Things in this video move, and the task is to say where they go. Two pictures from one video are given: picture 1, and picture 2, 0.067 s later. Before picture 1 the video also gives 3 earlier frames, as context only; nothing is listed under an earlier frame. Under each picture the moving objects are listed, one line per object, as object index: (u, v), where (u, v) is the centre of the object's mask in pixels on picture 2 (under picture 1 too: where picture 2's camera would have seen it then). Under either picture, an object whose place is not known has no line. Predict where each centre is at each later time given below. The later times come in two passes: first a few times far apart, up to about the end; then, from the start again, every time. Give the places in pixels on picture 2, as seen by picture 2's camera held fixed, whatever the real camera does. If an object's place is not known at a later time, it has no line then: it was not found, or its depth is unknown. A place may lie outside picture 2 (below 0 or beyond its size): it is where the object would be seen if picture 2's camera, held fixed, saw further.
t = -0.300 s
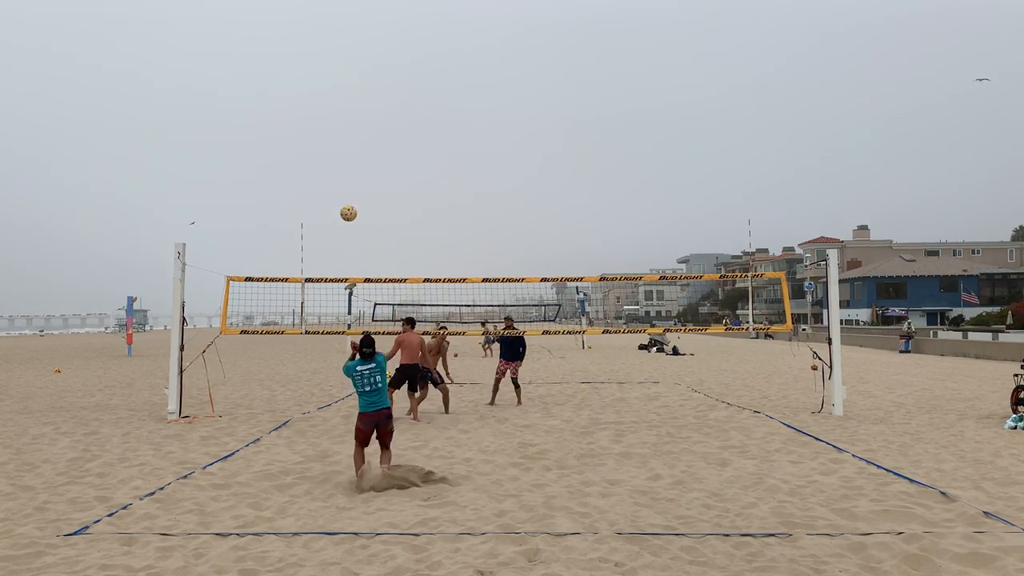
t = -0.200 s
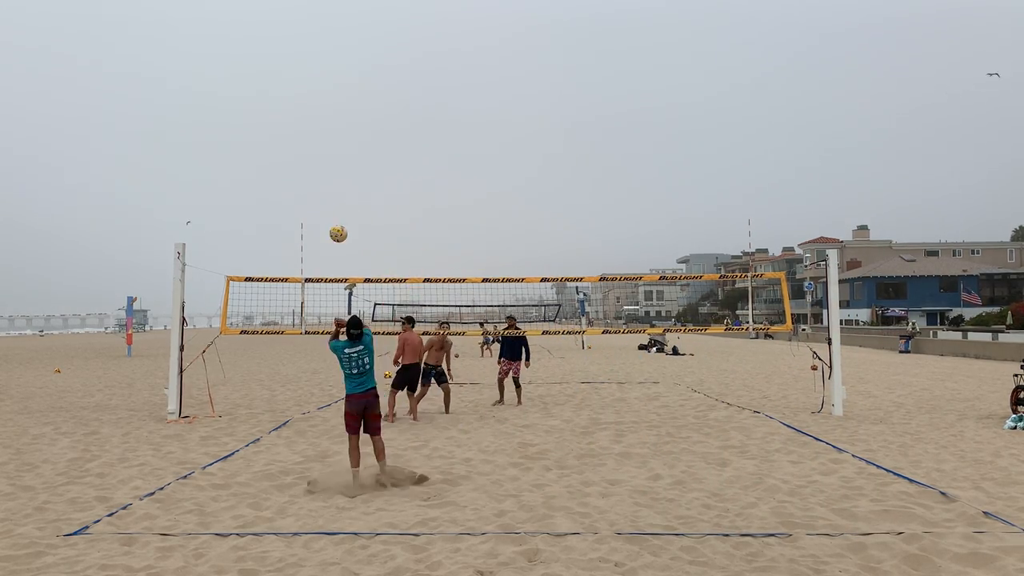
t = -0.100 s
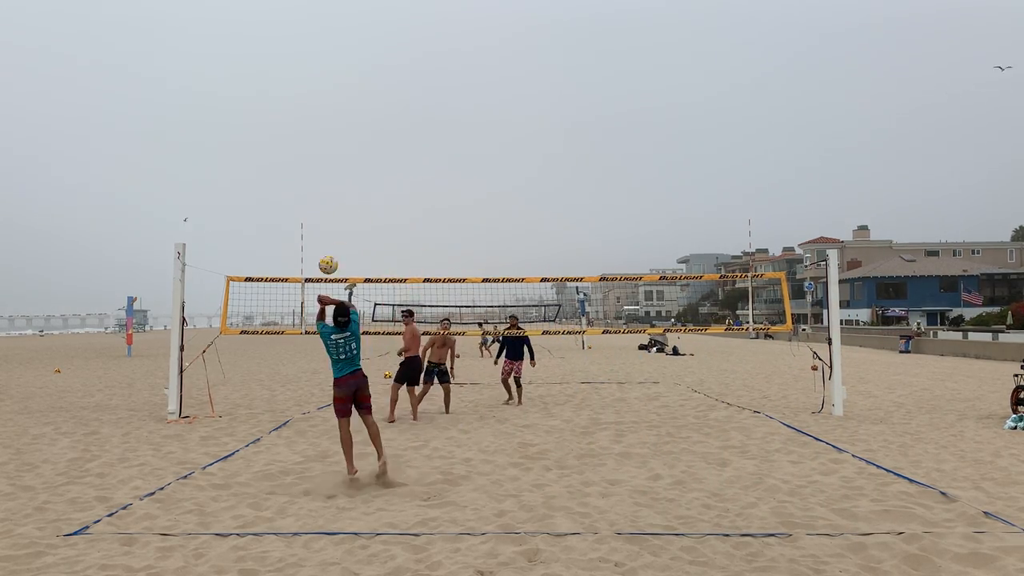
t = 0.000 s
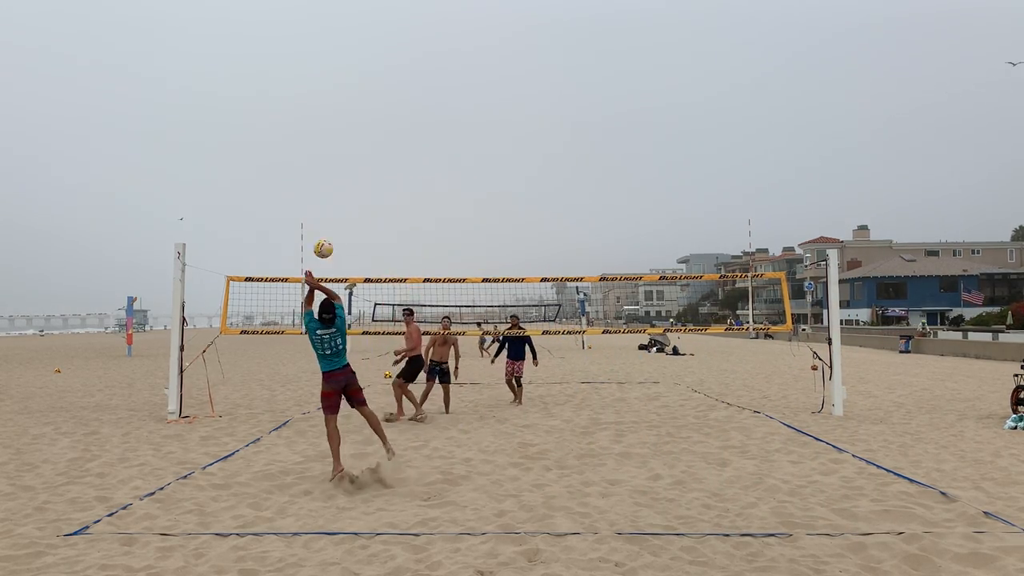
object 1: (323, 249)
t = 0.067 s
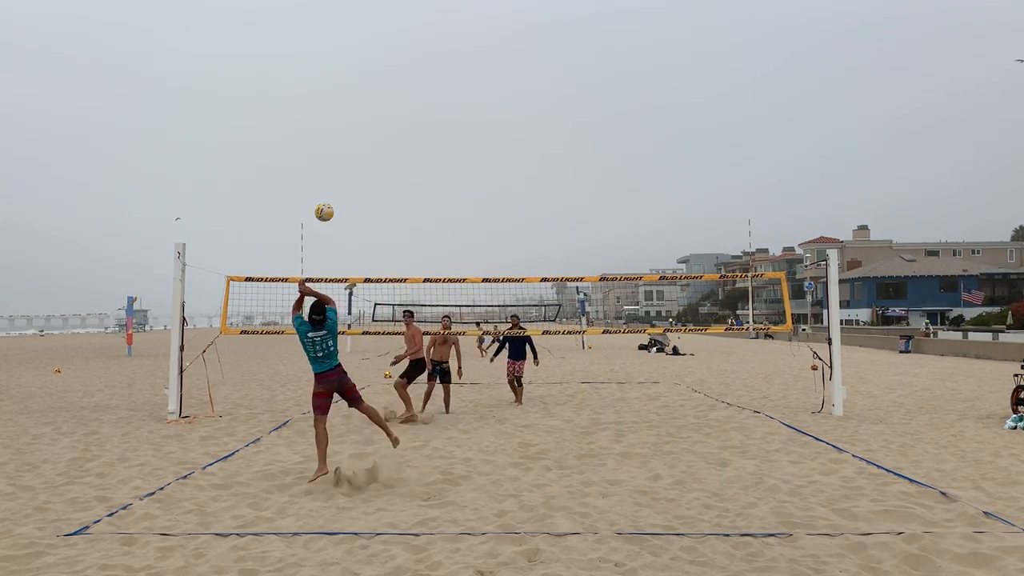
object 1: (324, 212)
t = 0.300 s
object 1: (331, 124)
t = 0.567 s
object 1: (345, 87)
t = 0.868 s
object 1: (362, 109)
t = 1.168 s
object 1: (380, 185)
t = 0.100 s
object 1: (324, 196)
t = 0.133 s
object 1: (325, 181)
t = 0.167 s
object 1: (326, 167)
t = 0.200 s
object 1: (327, 155)
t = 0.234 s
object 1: (329, 144)
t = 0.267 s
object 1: (330, 134)
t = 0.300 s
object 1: (331, 124)
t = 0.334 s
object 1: (333, 117)
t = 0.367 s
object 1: (335, 110)
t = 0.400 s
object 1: (336, 103)
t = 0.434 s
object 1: (338, 99)
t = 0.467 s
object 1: (340, 94)
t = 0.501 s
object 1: (342, 91)
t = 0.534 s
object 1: (343, 89)
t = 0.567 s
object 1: (345, 87)
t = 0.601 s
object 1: (347, 87)
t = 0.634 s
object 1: (348, 87)
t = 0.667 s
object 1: (350, 88)
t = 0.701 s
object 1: (352, 89)
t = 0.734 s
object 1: (354, 92)
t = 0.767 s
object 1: (356, 95)
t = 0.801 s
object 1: (358, 99)
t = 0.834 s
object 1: (360, 104)
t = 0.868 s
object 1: (362, 109)
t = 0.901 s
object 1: (363, 115)
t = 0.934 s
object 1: (366, 122)
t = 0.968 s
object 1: (367, 129)
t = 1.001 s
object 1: (369, 137)
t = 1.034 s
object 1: (372, 145)
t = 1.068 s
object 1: (373, 155)
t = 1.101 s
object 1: (376, 164)
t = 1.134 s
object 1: (378, 174)
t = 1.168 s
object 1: (380, 185)
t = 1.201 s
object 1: (382, 196)
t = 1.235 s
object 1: (384, 208)
